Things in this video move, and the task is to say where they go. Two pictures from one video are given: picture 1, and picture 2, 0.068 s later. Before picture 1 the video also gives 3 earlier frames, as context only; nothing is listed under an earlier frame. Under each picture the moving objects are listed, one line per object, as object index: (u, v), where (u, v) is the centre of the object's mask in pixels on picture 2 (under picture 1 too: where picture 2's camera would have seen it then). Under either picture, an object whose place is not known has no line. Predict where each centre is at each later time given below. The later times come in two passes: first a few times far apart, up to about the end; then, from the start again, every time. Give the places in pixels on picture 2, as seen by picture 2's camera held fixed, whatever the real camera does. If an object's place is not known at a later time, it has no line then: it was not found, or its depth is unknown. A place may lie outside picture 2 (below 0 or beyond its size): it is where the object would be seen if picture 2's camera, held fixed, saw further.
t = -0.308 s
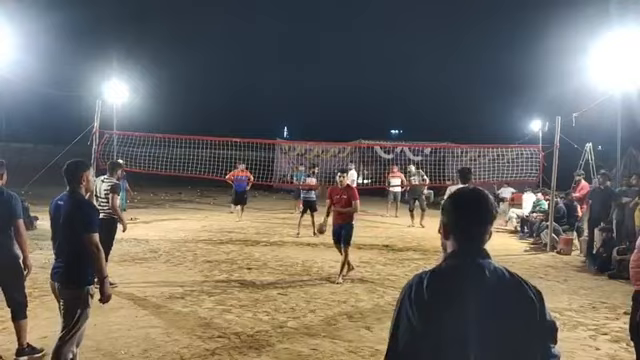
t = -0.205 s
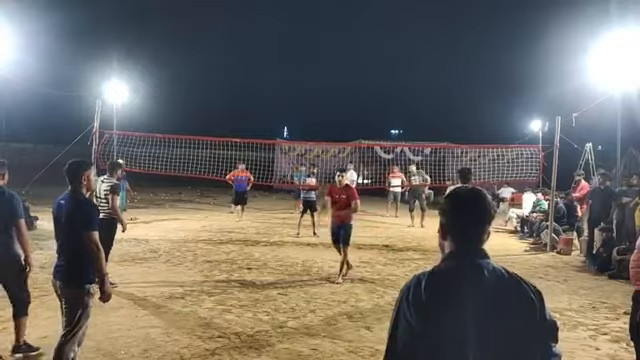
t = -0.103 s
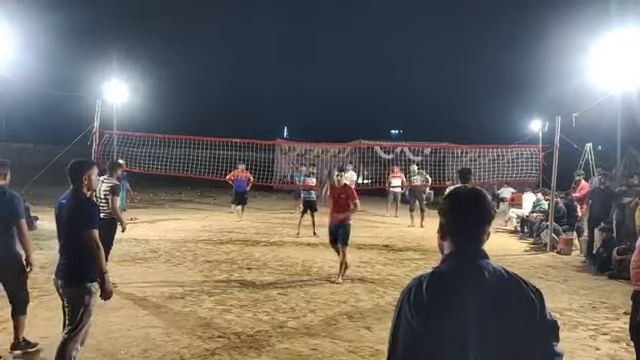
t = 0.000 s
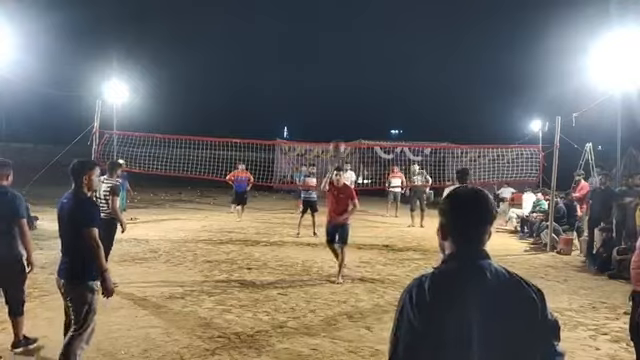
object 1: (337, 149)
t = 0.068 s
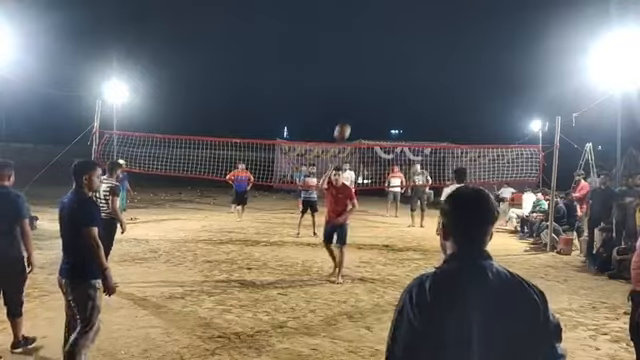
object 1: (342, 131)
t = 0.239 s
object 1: (357, 102)
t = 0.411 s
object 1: (376, 96)
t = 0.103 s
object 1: (344, 124)
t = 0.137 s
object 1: (347, 117)
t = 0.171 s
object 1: (350, 112)
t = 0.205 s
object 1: (353, 107)
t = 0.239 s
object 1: (357, 102)
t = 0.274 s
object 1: (360, 99)
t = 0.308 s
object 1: (364, 96)
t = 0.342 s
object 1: (367, 95)
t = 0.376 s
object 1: (372, 95)
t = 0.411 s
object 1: (376, 96)
